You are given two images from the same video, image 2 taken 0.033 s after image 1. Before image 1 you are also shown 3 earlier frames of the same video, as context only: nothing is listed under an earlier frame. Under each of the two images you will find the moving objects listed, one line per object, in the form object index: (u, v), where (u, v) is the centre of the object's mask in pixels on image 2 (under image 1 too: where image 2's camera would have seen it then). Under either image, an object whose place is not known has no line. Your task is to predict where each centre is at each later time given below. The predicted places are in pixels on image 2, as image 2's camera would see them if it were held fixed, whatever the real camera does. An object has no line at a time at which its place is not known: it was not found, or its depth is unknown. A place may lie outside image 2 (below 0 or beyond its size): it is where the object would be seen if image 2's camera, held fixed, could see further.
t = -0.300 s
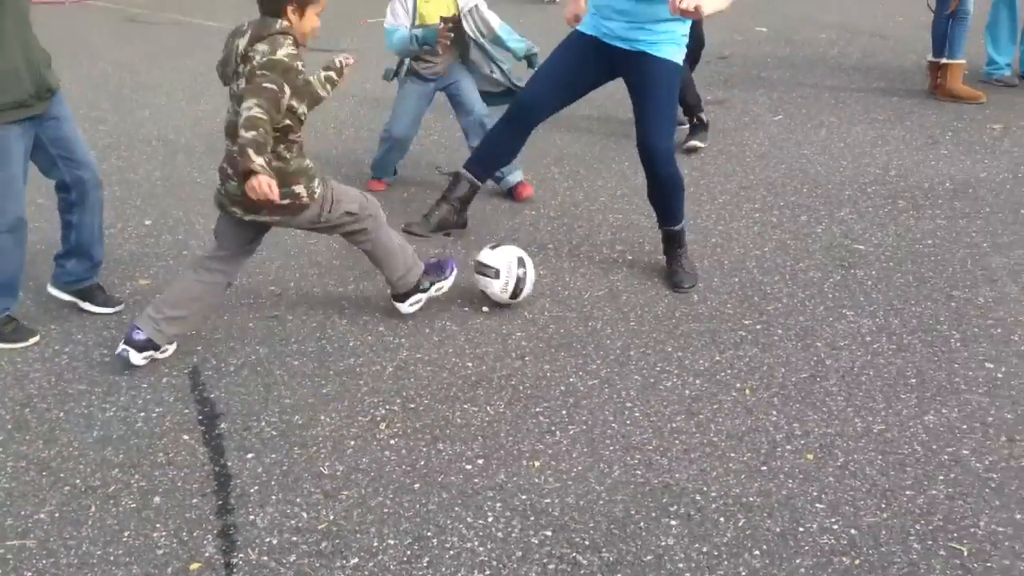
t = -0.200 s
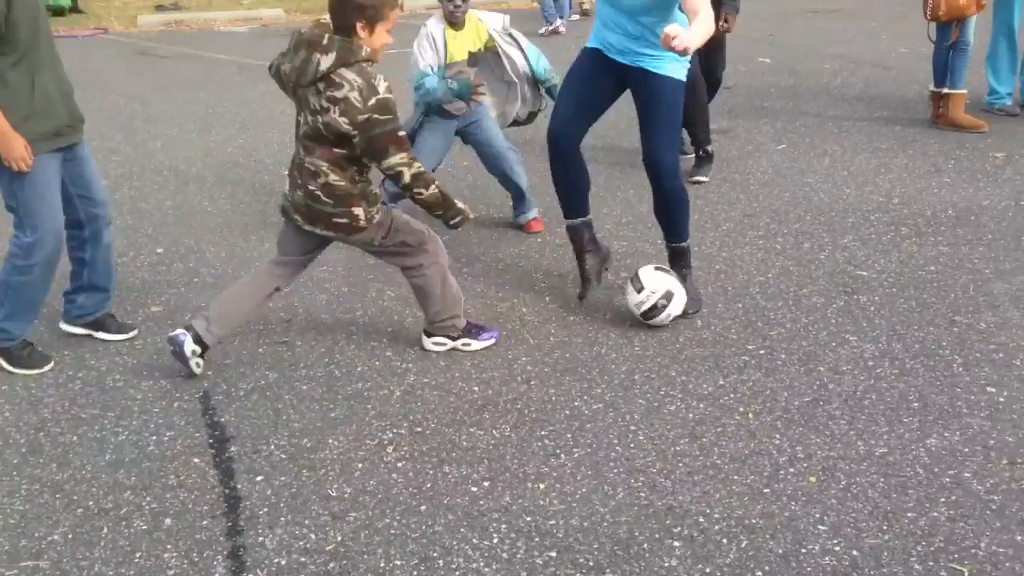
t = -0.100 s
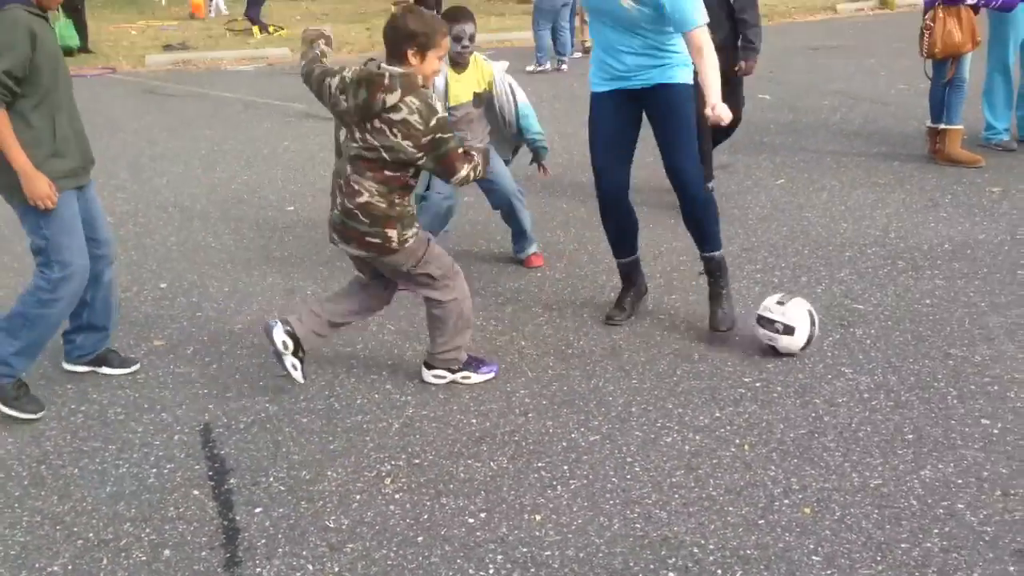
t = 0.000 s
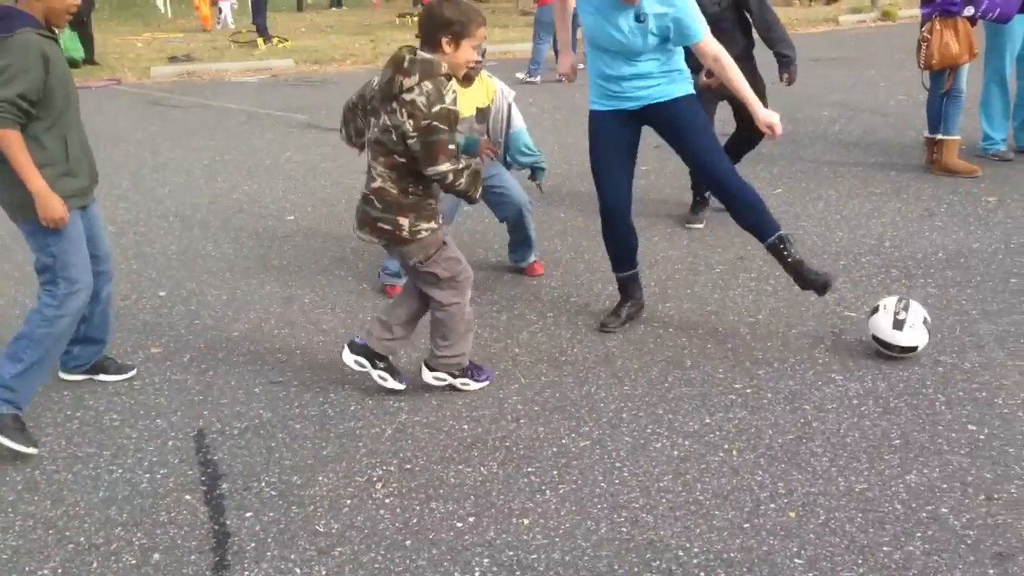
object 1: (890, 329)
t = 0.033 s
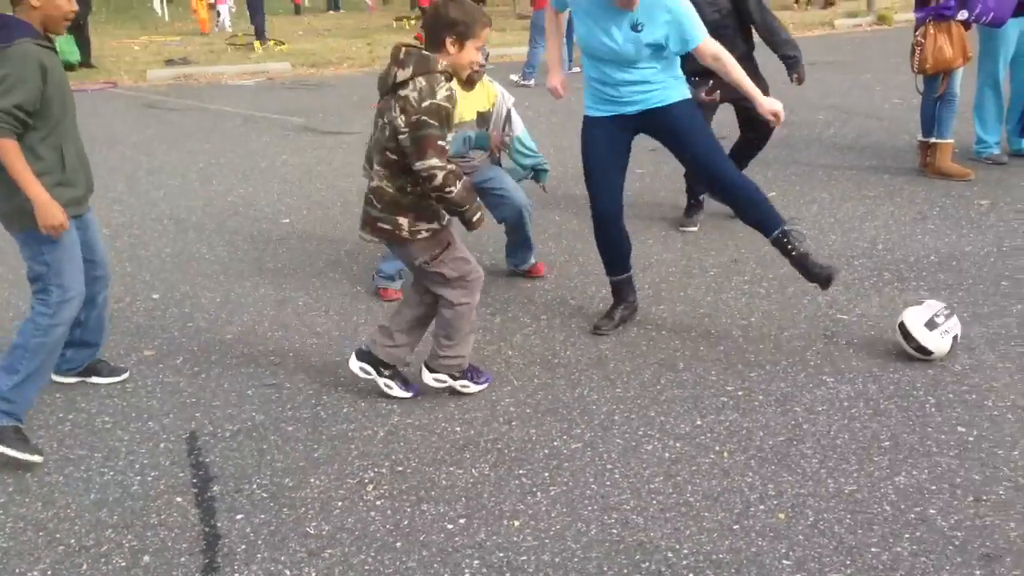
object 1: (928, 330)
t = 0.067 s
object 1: (962, 326)
